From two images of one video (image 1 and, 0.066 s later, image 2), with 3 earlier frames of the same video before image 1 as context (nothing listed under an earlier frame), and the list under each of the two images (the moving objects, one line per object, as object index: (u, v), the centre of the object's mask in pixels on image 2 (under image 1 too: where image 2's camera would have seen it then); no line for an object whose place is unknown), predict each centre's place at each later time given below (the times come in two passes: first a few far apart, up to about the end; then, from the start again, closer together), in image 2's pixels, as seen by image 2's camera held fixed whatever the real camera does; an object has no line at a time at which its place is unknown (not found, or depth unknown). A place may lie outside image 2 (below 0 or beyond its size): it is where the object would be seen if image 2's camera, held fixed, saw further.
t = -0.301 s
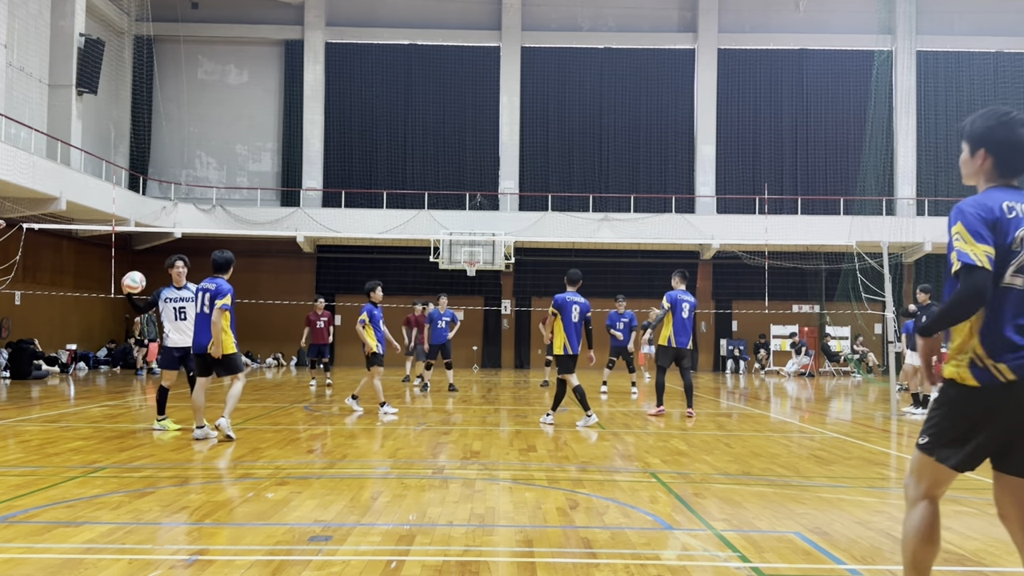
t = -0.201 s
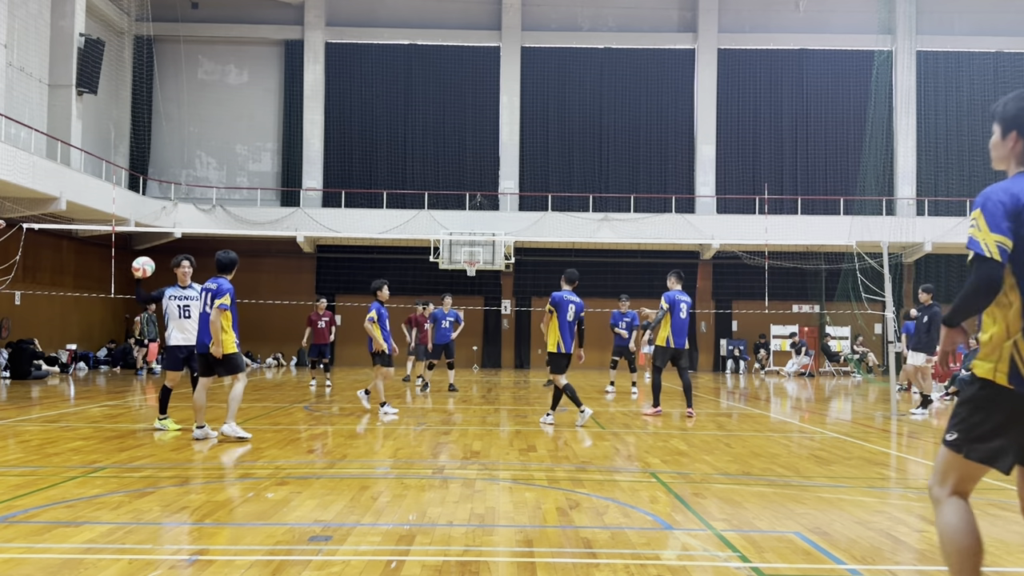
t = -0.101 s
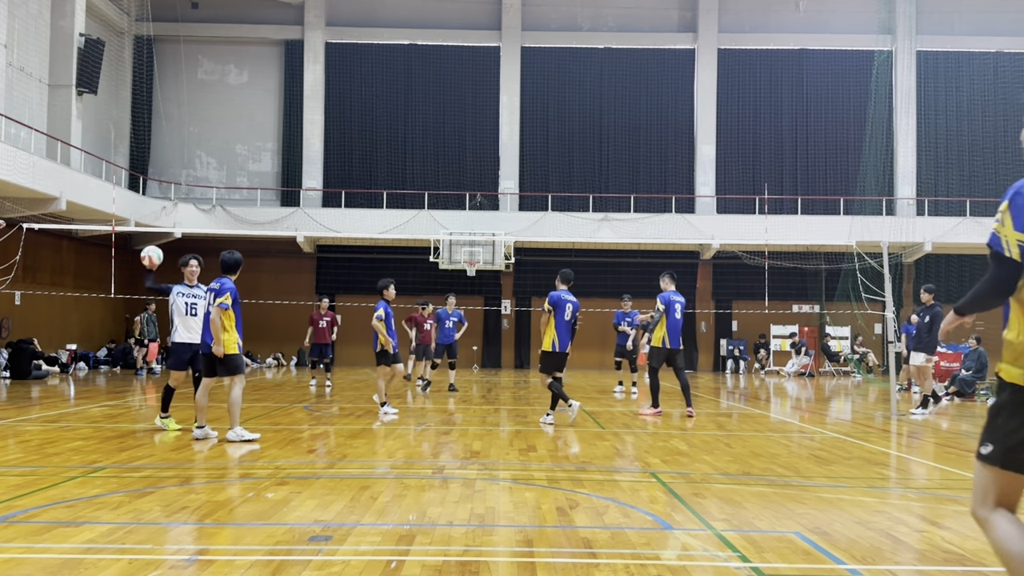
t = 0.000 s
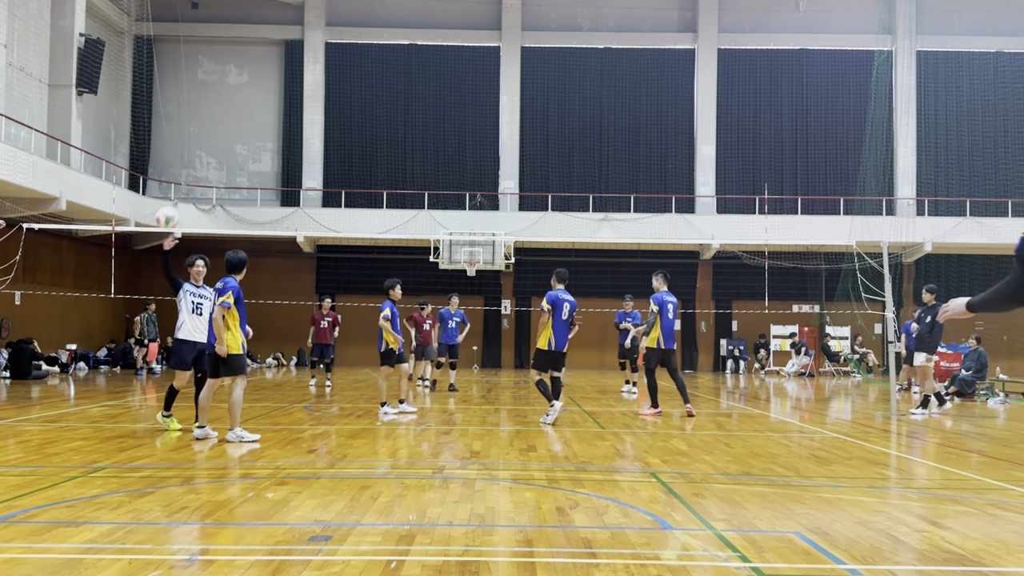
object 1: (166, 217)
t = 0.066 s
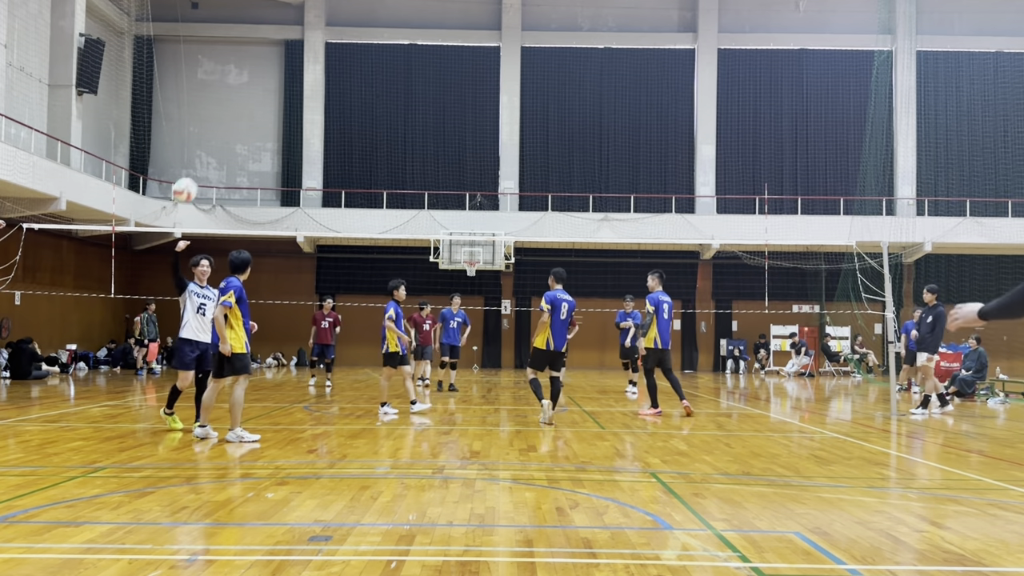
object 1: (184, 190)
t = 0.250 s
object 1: (242, 127)
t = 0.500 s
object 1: (345, 85)
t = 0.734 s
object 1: (482, 122)
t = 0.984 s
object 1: (718, 319)
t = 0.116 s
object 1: (200, 170)
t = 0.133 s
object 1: (204, 164)
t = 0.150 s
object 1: (209, 158)
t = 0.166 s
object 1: (214, 153)
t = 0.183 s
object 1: (220, 147)
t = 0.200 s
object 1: (225, 141)
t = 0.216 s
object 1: (231, 136)
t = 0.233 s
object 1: (237, 132)
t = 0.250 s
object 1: (242, 127)
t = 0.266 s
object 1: (248, 122)
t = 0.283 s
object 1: (254, 118)
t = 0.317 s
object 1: (267, 109)
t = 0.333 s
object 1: (274, 106)
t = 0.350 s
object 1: (280, 102)
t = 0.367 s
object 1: (287, 99)
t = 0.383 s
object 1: (293, 96)
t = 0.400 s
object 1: (300, 94)
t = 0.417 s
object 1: (307, 92)
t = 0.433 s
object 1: (314, 90)
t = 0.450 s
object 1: (322, 87)
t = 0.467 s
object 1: (330, 87)
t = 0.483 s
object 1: (338, 86)
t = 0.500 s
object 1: (345, 85)
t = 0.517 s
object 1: (354, 85)
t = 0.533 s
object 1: (362, 85)
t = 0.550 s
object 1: (371, 86)
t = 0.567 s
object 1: (380, 86)
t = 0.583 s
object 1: (389, 88)
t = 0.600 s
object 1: (398, 89)
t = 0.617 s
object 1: (408, 91)
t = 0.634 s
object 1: (418, 94)
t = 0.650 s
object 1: (428, 97)
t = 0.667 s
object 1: (438, 101)
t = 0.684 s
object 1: (449, 105)
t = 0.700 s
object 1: (460, 110)
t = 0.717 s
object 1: (471, 116)
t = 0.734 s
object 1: (482, 122)
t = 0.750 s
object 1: (494, 129)
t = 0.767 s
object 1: (507, 137)
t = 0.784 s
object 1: (521, 145)
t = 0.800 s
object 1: (536, 154)
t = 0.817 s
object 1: (548, 164)
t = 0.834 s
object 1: (562, 175)
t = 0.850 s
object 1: (577, 186)
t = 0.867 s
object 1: (592, 196)
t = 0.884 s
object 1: (607, 209)
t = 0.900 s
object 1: (624, 226)
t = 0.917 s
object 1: (643, 244)
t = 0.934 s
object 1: (660, 261)
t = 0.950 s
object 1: (679, 279)
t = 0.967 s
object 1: (698, 299)
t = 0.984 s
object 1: (718, 319)
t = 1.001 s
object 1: (739, 341)
